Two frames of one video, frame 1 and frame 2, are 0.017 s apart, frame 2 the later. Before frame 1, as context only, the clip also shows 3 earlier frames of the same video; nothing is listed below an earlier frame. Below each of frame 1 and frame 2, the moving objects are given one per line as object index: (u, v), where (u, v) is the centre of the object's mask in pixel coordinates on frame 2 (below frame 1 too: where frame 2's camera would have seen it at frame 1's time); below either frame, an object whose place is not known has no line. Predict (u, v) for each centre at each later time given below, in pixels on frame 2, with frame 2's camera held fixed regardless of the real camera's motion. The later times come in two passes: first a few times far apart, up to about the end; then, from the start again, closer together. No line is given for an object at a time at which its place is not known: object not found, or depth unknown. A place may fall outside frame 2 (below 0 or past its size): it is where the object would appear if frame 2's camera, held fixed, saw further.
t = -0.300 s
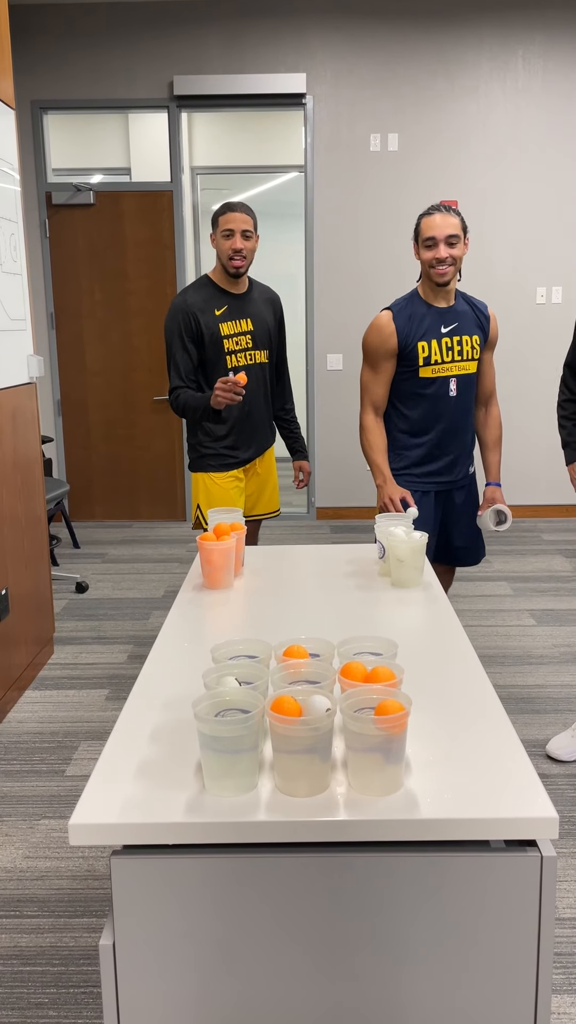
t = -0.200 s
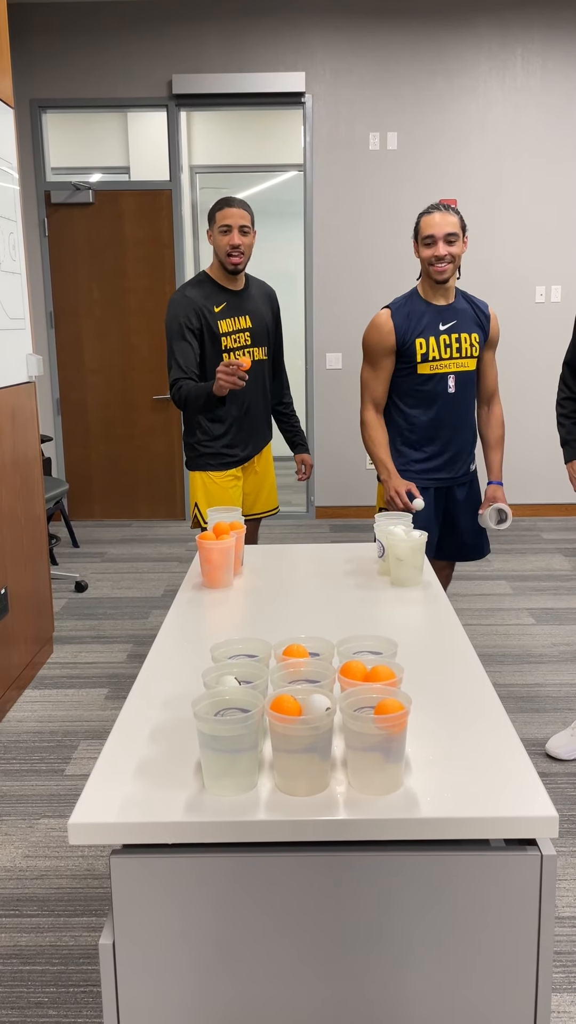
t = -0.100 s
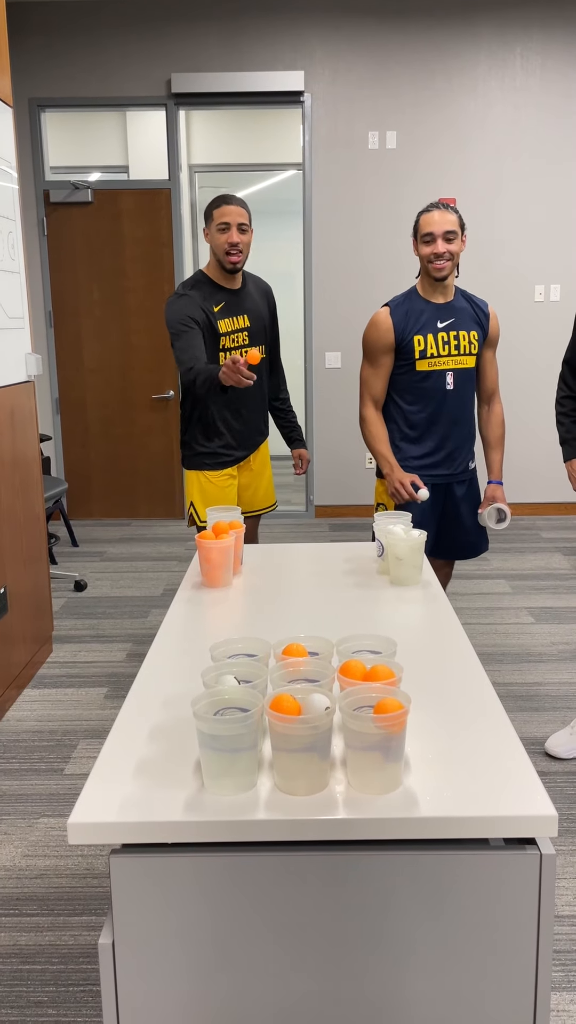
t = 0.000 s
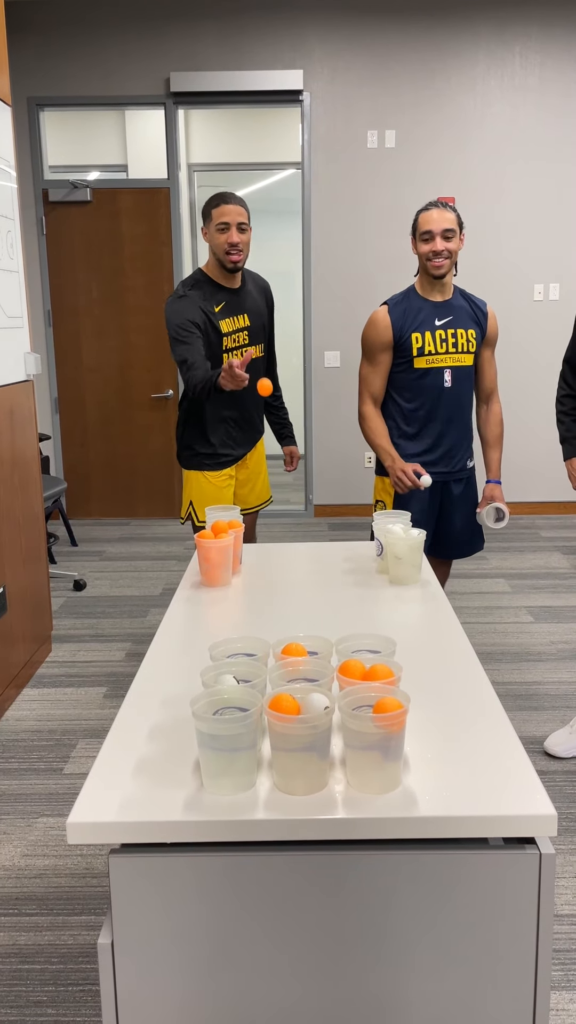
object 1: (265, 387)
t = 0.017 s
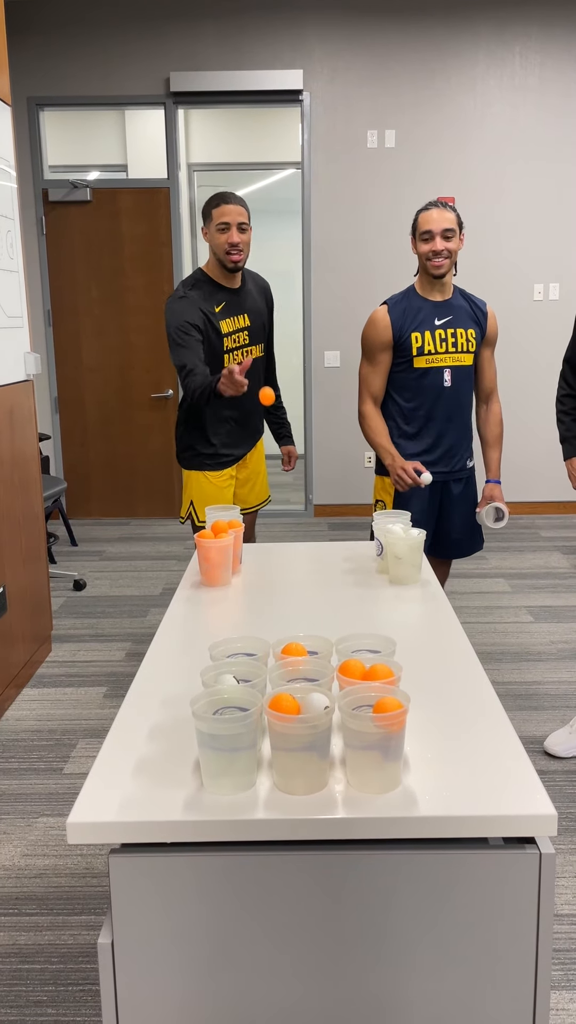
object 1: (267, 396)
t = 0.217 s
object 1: (296, 549)
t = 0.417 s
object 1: (311, 430)
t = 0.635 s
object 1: (333, 536)
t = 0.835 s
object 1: (391, 607)
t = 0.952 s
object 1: (445, 707)
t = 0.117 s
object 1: (282, 480)
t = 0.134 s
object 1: (285, 499)
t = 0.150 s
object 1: (287, 519)
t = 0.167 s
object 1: (290, 540)
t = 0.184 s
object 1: (293, 565)
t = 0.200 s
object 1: (295, 565)
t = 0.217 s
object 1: (296, 549)
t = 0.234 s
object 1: (297, 533)
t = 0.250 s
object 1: (299, 520)
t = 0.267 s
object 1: (300, 506)
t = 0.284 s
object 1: (301, 493)
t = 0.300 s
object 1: (302, 480)
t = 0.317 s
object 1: (303, 470)
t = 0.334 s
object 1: (304, 460)
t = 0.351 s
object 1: (305, 452)
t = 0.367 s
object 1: (307, 444)
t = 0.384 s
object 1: (308, 438)
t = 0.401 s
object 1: (309, 433)
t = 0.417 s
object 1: (311, 430)
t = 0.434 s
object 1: (312, 428)
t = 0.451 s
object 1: (314, 428)
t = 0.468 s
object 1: (315, 429)
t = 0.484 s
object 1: (316, 432)
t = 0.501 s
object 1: (318, 436)
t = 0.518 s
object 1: (320, 442)
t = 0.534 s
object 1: (321, 450)
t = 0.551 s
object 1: (323, 460)
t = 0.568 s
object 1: (325, 472)
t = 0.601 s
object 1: (329, 501)
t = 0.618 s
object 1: (331, 518)
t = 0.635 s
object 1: (333, 536)
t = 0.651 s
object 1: (334, 558)
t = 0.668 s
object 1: (336, 581)
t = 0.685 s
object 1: (339, 607)
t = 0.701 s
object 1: (342, 622)
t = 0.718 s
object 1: (347, 615)
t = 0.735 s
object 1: (353, 608)
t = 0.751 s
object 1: (359, 603)
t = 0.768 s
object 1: (365, 600)
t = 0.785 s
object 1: (371, 599)
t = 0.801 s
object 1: (378, 600)
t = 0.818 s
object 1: (384, 602)
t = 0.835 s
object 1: (391, 607)
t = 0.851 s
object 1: (398, 614)
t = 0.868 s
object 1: (406, 623)
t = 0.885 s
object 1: (413, 635)
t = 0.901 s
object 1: (421, 649)
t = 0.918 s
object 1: (429, 665)
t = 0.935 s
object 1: (437, 685)
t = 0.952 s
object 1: (445, 707)
